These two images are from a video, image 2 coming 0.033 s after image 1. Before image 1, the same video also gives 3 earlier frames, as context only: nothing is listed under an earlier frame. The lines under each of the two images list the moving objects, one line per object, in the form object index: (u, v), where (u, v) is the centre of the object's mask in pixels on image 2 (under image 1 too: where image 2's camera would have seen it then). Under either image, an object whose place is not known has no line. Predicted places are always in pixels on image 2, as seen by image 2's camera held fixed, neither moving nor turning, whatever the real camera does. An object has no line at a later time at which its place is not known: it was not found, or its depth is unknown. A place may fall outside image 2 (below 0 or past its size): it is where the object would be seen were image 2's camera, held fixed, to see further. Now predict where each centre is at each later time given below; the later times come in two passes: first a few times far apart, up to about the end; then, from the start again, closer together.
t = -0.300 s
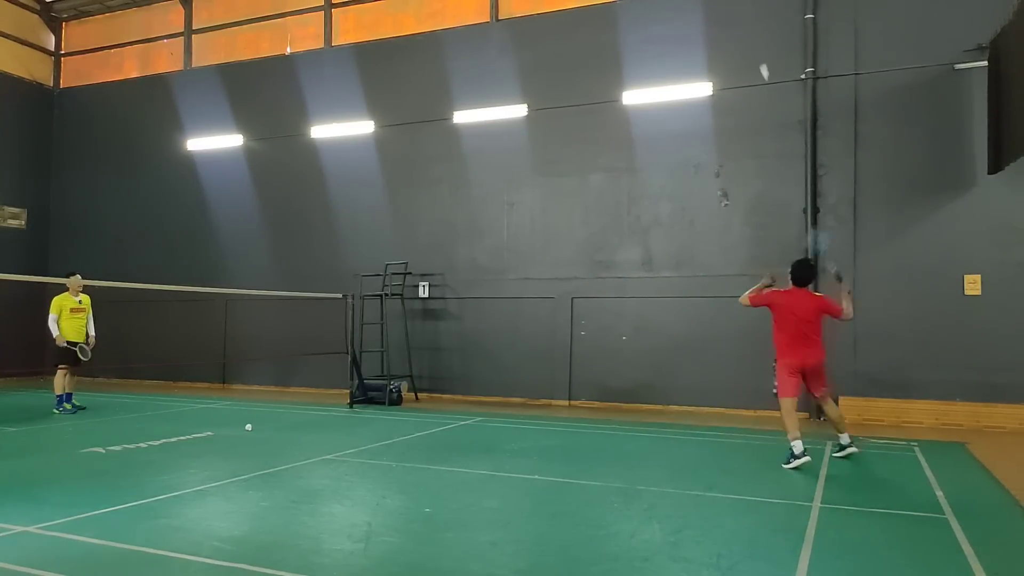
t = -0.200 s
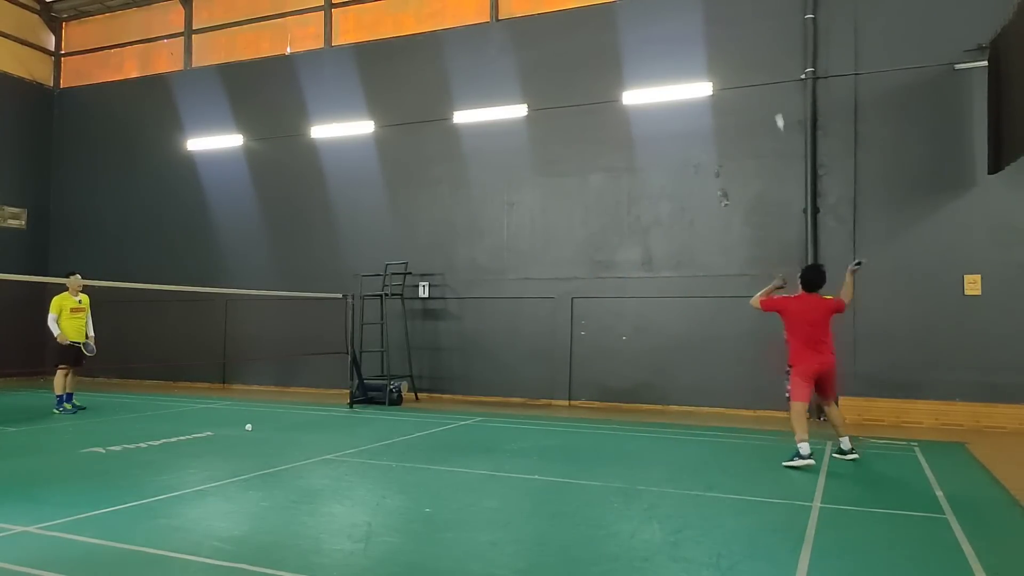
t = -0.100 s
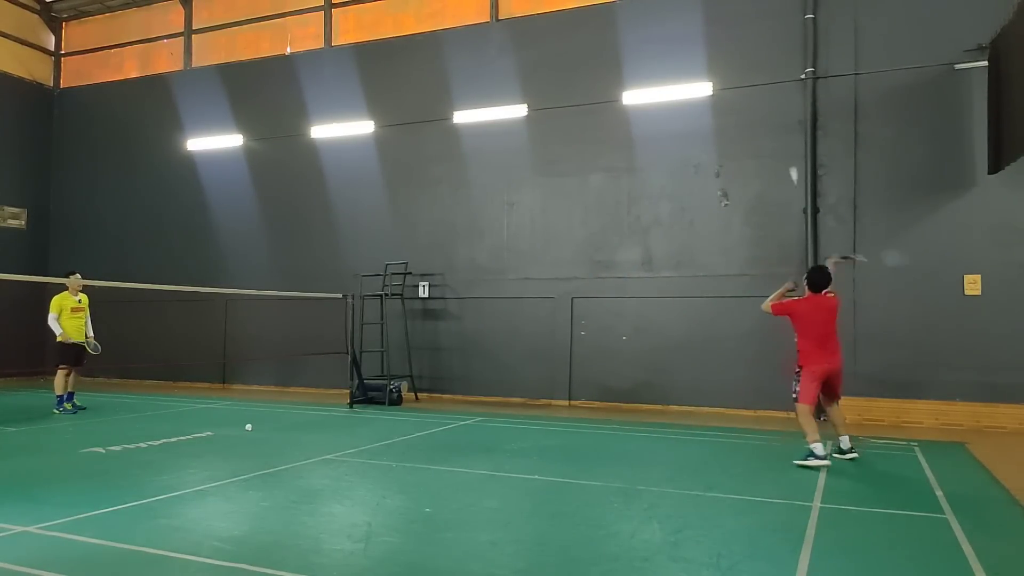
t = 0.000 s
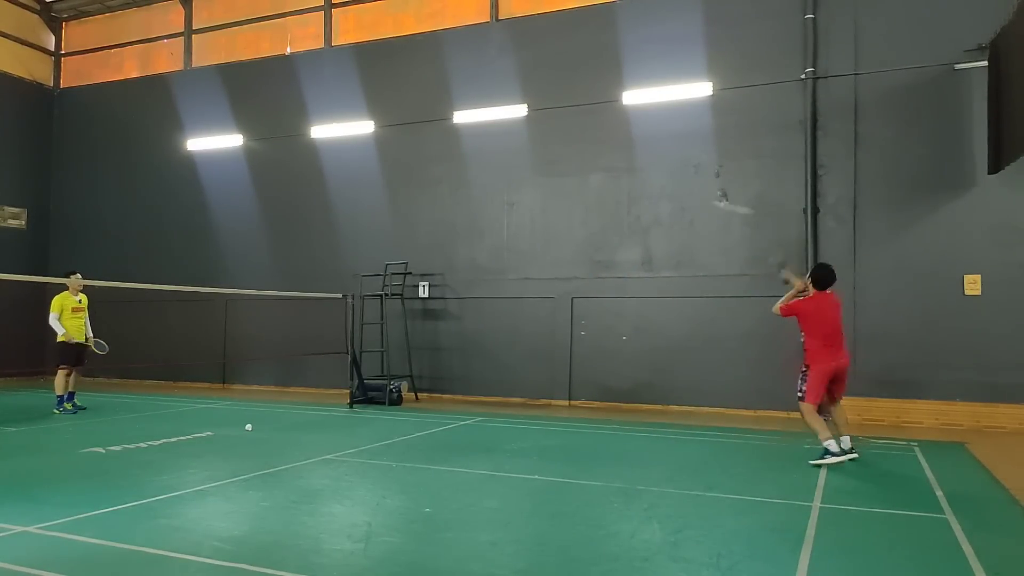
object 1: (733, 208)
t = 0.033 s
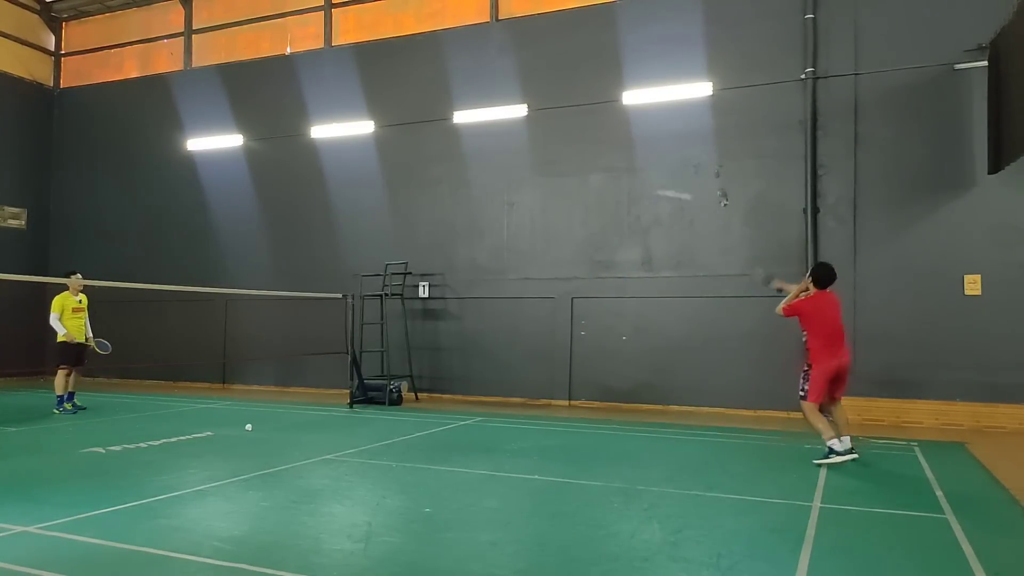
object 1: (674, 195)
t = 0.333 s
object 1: (403, 178)
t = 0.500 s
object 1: (328, 198)
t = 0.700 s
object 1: (265, 241)
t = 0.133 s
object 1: (548, 178)
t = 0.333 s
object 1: (403, 178)
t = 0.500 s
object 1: (328, 198)
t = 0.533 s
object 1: (316, 204)
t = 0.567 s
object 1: (304, 211)
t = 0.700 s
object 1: (265, 241)
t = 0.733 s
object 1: (256, 249)
